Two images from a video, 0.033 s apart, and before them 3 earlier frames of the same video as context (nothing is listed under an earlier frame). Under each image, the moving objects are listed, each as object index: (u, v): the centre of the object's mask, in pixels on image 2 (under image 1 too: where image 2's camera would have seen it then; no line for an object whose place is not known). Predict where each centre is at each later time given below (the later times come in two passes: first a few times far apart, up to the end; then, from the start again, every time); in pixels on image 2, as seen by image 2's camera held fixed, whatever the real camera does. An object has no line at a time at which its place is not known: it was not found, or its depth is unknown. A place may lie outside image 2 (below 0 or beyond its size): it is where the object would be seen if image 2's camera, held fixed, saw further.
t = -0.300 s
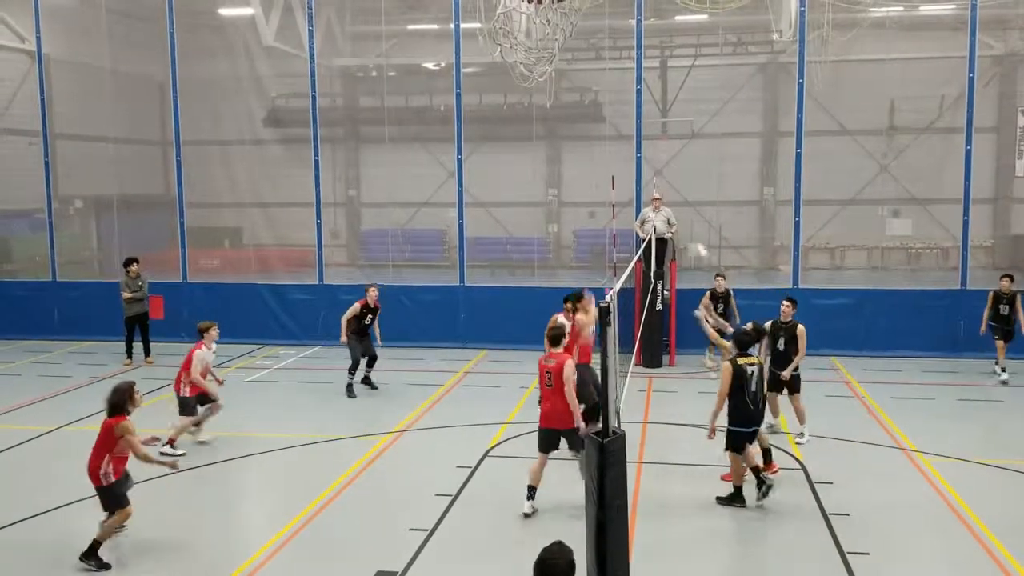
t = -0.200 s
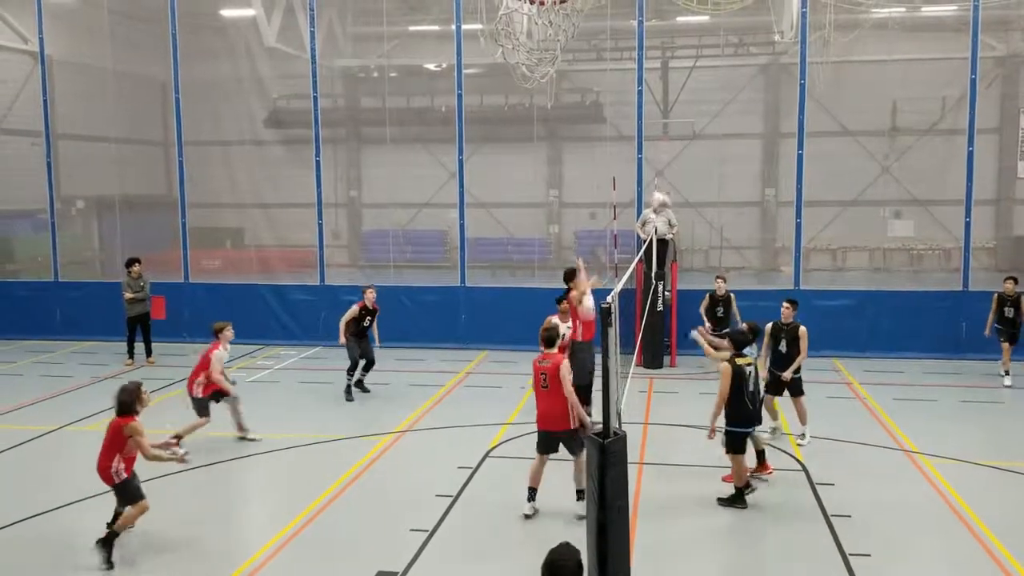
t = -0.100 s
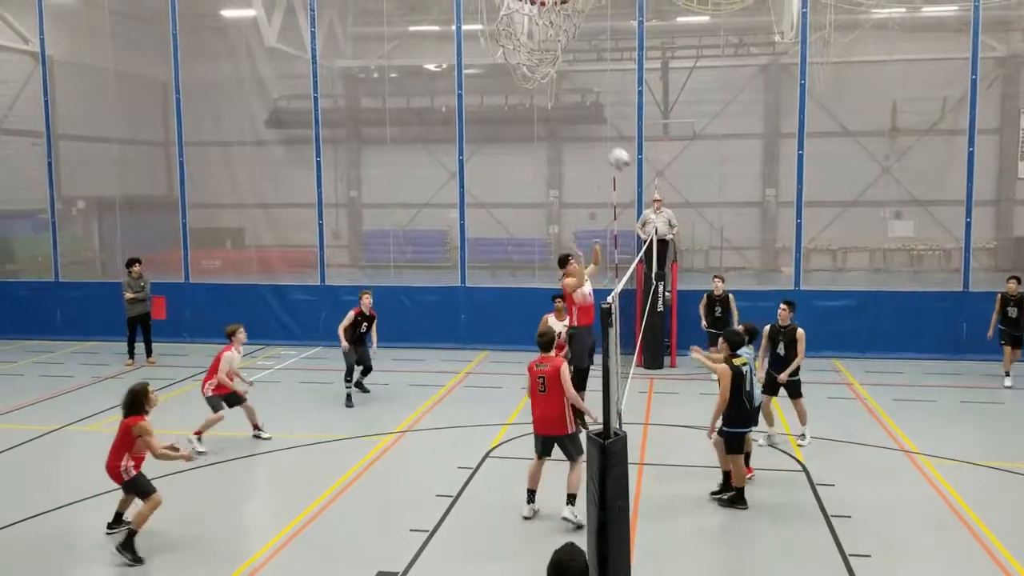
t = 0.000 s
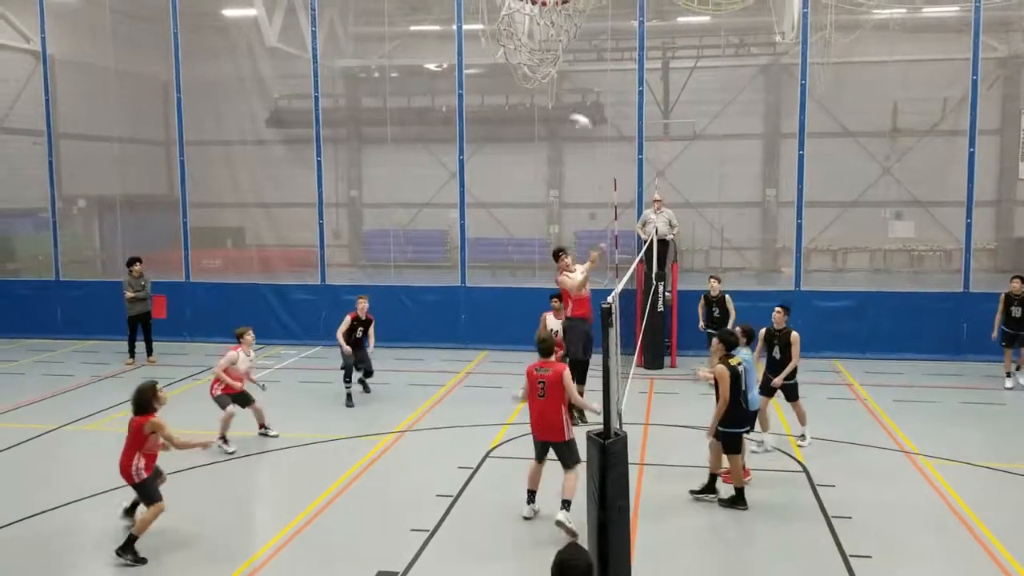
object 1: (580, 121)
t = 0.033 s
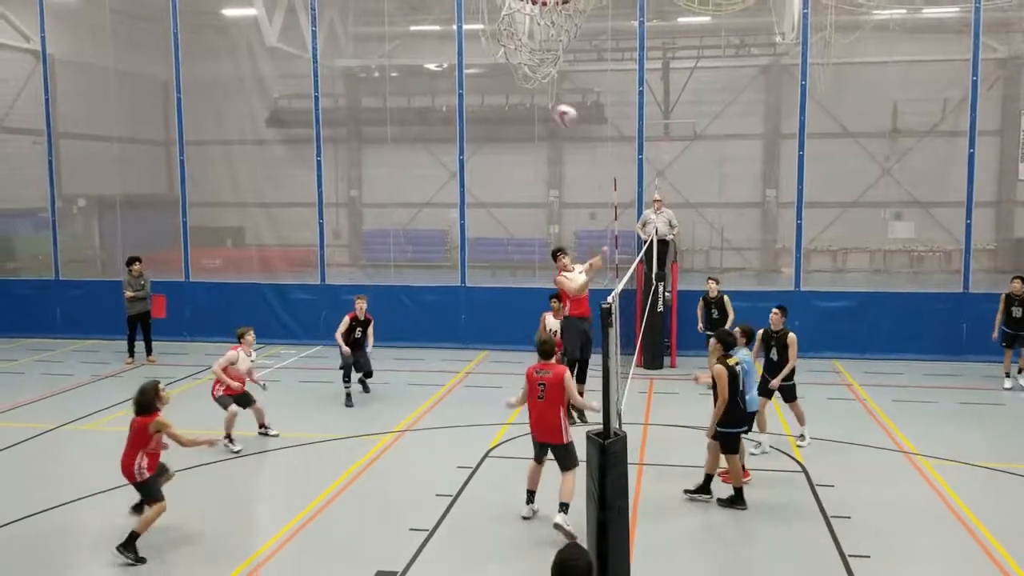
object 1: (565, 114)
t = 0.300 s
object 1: (457, 79)
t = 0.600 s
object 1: (332, 123)
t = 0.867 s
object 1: (227, 244)
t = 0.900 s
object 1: (215, 262)
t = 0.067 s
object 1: (552, 107)
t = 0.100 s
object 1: (539, 97)
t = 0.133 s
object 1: (525, 91)
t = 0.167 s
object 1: (512, 86)
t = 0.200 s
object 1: (497, 83)
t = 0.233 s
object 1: (484, 80)
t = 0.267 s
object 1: (470, 79)
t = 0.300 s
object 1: (457, 79)
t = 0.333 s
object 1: (442, 80)
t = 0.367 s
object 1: (430, 81)
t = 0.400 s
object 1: (416, 84)
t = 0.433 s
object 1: (400, 86)
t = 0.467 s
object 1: (386, 92)
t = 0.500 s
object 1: (373, 96)
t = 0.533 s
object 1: (360, 104)
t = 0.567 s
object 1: (346, 113)
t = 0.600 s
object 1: (332, 123)
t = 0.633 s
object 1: (318, 134)
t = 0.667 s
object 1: (306, 146)
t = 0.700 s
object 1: (294, 159)
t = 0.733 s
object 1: (280, 172)
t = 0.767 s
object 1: (266, 191)
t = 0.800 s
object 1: (254, 207)
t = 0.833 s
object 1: (240, 225)
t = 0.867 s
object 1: (227, 244)
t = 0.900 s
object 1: (215, 262)
